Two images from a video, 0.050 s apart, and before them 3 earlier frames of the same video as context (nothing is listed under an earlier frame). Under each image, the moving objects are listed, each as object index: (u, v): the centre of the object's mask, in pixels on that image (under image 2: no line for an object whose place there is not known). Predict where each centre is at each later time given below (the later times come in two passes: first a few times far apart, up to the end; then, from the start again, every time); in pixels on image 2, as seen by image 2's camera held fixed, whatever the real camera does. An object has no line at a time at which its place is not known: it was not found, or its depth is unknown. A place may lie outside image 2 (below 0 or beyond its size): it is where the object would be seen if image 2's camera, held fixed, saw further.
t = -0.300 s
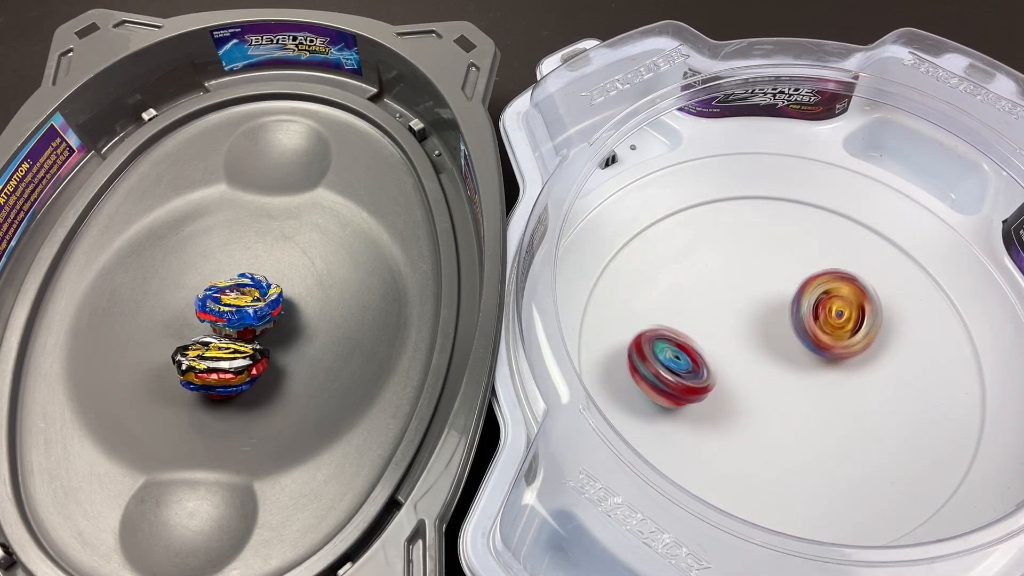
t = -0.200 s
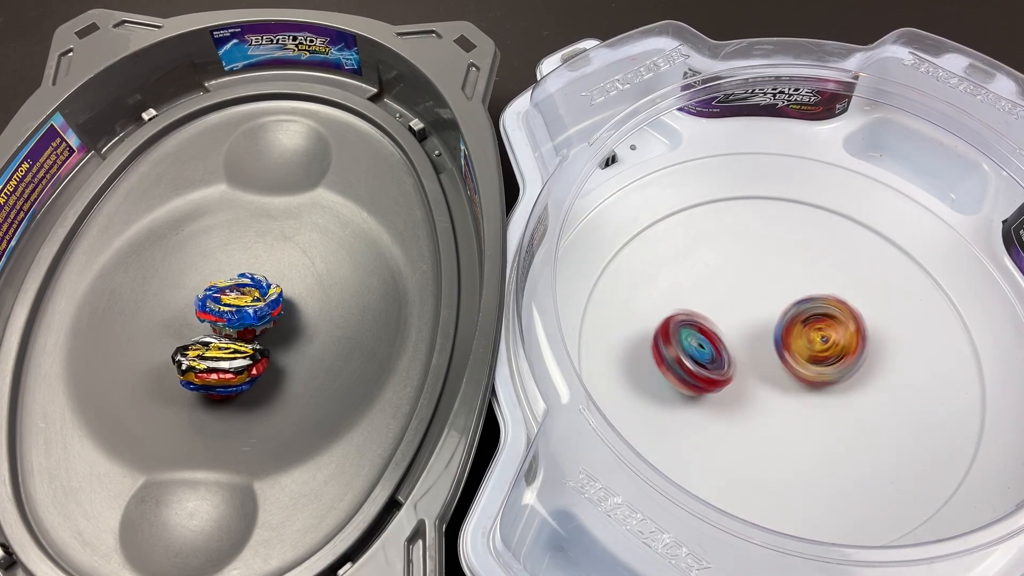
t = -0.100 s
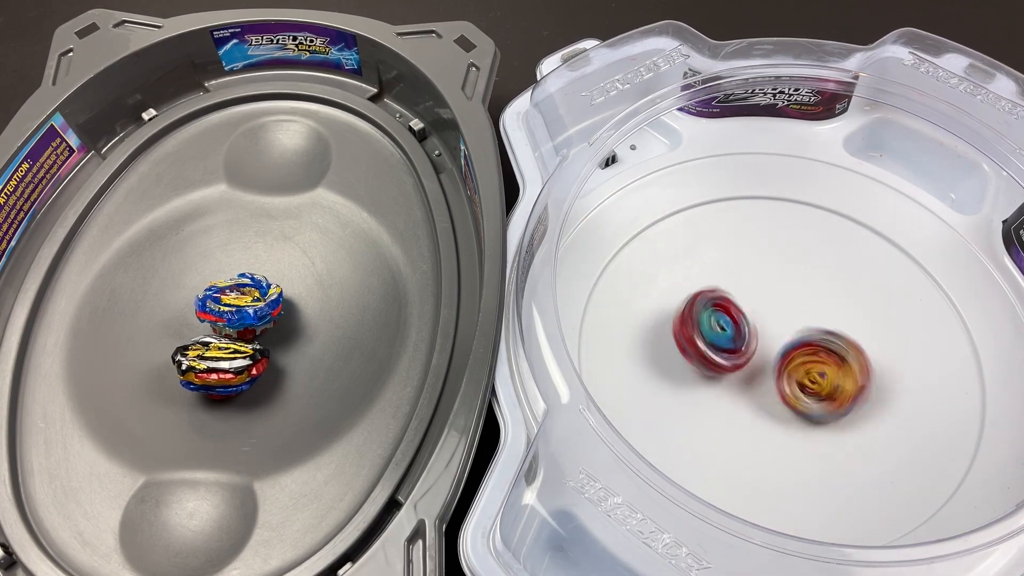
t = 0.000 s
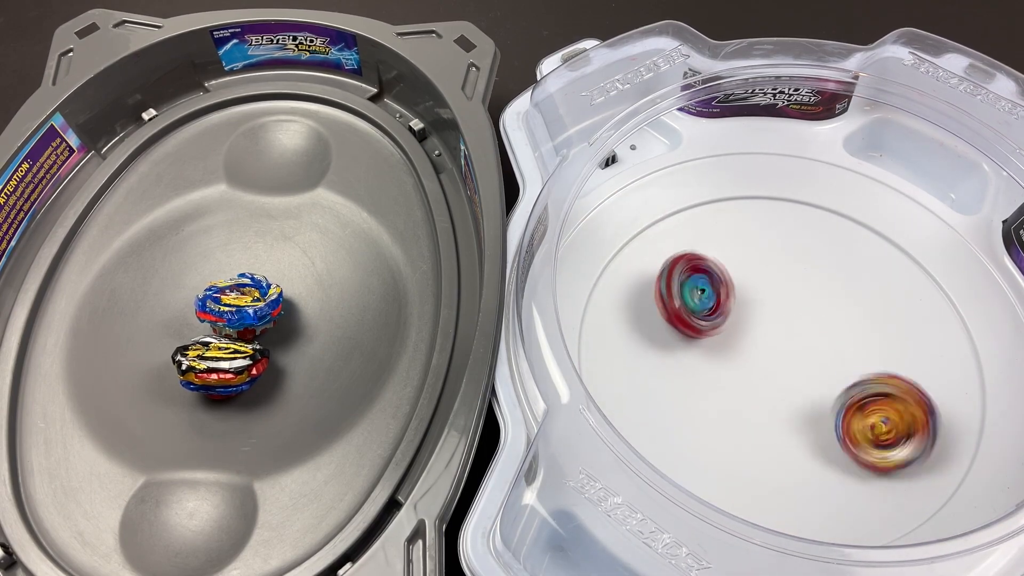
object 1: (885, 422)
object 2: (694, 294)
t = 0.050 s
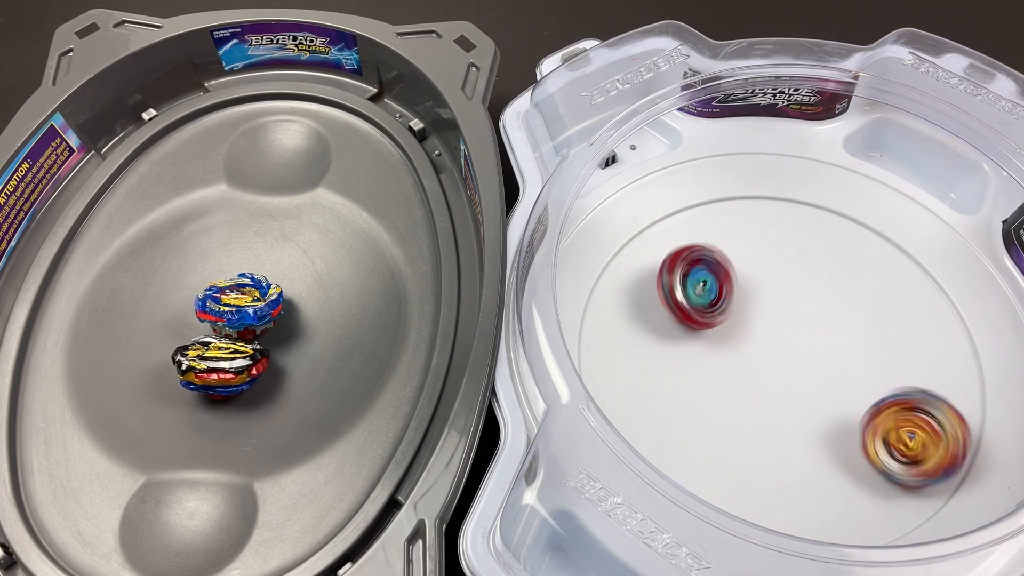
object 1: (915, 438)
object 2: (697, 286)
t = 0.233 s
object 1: (921, 457)
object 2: (744, 301)
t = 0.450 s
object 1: (759, 451)
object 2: (871, 331)
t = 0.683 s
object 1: (635, 449)
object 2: (923, 319)
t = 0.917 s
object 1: (712, 390)
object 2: (795, 412)
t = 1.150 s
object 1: (743, 329)
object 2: (815, 491)
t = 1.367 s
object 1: (773, 338)
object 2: (773, 432)
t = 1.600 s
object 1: (805, 355)
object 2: (720, 368)
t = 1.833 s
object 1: (791, 390)
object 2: (731, 321)
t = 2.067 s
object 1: (738, 398)
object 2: (792, 337)
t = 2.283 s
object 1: (737, 380)
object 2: (843, 366)
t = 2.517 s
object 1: (753, 364)
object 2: (838, 379)
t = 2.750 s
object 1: (760, 345)
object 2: (837, 378)
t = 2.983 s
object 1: (760, 353)
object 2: (837, 378)
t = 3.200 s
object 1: (760, 353)
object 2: (837, 378)
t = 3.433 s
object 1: (760, 354)
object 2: (837, 378)
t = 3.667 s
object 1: (760, 354)
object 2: (837, 378)
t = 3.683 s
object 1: (760, 354)
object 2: (837, 378)
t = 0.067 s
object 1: (923, 444)
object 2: (699, 284)
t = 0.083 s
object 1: (931, 448)
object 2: (702, 283)
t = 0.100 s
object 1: (937, 452)
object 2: (705, 283)
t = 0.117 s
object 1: (943, 455)
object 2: (709, 284)
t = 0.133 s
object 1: (947, 460)
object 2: (713, 284)
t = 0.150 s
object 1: (950, 463)
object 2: (717, 286)
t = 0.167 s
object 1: (948, 464)
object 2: (721, 288)
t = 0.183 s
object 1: (943, 463)
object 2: (726, 290)
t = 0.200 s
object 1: (936, 462)
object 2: (732, 294)
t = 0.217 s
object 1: (929, 459)
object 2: (738, 298)
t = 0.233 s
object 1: (921, 457)
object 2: (744, 301)
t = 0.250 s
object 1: (912, 455)
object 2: (750, 306)
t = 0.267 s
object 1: (903, 452)
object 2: (757, 311)
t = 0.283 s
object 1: (893, 448)
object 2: (763, 315)
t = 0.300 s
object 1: (882, 446)
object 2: (771, 320)
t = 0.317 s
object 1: (870, 443)
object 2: (779, 325)
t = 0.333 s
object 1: (859, 440)
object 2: (786, 330)
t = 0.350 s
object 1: (849, 436)
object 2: (794, 335)
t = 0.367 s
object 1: (836, 431)
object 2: (803, 341)
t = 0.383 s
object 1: (824, 429)
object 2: (812, 347)
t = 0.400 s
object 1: (811, 428)
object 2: (822, 348)
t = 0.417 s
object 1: (794, 435)
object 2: (837, 342)
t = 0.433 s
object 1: (777, 445)
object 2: (855, 333)
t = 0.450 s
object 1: (759, 451)
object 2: (871, 331)
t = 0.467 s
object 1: (745, 456)
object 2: (886, 322)
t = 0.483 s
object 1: (729, 461)
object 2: (903, 315)
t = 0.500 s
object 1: (715, 464)
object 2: (916, 313)
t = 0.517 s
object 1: (702, 467)
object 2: (926, 307)
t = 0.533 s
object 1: (688, 470)
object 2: (938, 302)
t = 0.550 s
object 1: (674, 473)
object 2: (949, 301)
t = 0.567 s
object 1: (665, 472)
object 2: (952, 300)
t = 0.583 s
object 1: (659, 470)
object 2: (953, 300)
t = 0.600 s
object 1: (651, 467)
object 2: (952, 301)
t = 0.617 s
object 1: (645, 464)
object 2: (949, 304)
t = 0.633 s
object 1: (642, 461)
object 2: (944, 308)
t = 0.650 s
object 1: (638, 458)
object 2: (938, 311)
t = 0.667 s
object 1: (634, 454)
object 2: (931, 316)
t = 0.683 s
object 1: (635, 449)
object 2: (923, 319)
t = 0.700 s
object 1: (635, 447)
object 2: (917, 325)
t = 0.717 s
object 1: (634, 444)
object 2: (908, 331)
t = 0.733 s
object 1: (637, 439)
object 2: (897, 337)
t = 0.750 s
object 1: (641, 435)
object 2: (888, 343)
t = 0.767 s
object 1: (647, 429)
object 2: (878, 349)
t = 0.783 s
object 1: (652, 424)
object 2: (867, 355)
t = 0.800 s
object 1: (657, 421)
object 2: (857, 362)
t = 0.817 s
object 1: (663, 415)
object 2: (845, 370)
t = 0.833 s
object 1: (669, 411)
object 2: (834, 376)
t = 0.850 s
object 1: (678, 406)
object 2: (826, 381)
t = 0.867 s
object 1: (687, 401)
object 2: (817, 389)
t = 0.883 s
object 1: (696, 398)
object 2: (807, 398)
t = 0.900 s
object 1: (704, 394)
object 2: (799, 404)
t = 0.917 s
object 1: (712, 390)
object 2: (795, 412)
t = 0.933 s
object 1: (715, 383)
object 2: (794, 420)
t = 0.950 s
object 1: (714, 375)
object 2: (797, 430)
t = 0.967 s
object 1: (715, 367)
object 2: (803, 439)
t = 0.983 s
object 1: (718, 361)
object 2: (809, 449)
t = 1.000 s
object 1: (721, 357)
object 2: (811, 460)
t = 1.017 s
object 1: (724, 352)
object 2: (812, 467)
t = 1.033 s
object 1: (727, 347)
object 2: (814, 473)
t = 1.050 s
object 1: (728, 343)
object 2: (815, 478)
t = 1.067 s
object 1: (731, 339)
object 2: (818, 482)
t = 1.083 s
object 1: (733, 335)
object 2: (818, 486)
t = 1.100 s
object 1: (736, 333)
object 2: (817, 488)
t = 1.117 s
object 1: (738, 332)
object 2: (817, 490)
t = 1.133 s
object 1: (740, 330)
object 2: (815, 492)
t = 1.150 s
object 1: (743, 329)
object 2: (815, 491)
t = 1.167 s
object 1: (745, 328)
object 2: (812, 491)
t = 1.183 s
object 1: (747, 327)
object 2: (810, 490)
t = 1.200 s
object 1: (749, 327)
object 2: (810, 487)
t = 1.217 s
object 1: (750, 327)
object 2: (807, 485)
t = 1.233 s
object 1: (753, 327)
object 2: (803, 481)
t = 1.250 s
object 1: (755, 327)
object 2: (801, 478)
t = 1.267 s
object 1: (758, 327)
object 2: (797, 473)
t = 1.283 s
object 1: (761, 328)
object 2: (793, 466)
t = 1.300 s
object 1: (763, 329)
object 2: (789, 461)
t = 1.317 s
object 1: (766, 332)
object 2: (785, 454)
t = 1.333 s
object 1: (769, 333)
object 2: (782, 447)
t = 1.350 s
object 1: (771, 336)
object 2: (778, 441)
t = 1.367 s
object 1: (773, 338)
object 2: (773, 432)
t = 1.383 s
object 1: (775, 342)
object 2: (769, 425)
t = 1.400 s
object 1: (777, 342)
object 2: (762, 421)
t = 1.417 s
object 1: (782, 340)
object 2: (754, 417)
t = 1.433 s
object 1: (788, 338)
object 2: (748, 415)
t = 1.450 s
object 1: (793, 338)
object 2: (741, 412)
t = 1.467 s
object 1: (797, 338)
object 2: (736, 406)
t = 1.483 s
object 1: (800, 340)
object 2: (731, 402)
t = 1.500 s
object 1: (803, 342)
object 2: (729, 399)
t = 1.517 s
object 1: (805, 343)
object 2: (725, 394)
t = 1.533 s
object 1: (806, 346)
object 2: (722, 389)
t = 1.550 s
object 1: (806, 348)
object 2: (721, 385)
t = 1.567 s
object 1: (806, 350)
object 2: (721, 381)
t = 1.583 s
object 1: (806, 353)
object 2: (721, 374)
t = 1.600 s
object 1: (805, 355)
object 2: (720, 368)
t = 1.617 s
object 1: (805, 358)
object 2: (720, 364)
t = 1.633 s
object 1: (809, 362)
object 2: (717, 358)
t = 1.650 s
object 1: (811, 366)
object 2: (714, 352)
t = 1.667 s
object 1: (814, 370)
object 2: (712, 346)
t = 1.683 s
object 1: (814, 373)
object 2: (711, 341)
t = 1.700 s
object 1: (814, 376)
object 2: (711, 337)
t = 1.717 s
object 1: (813, 379)
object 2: (711, 334)
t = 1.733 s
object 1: (811, 381)
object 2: (712, 331)
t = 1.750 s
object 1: (808, 384)
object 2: (715, 329)
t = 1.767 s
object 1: (805, 385)
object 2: (717, 327)
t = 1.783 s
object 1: (803, 387)
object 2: (720, 325)
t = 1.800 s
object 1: (799, 388)
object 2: (723, 324)
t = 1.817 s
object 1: (794, 388)
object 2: (727, 322)
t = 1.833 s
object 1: (791, 390)
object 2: (731, 321)
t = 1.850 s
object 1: (787, 391)
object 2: (735, 320)
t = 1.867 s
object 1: (784, 392)
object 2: (740, 321)
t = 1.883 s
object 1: (781, 392)
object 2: (745, 321)
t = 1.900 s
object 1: (777, 395)
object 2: (749, 319)
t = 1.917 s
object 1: (773, 396)
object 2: (753, 320)
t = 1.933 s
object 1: (769, 396)
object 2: (758, 320)
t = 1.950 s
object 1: (764, 396)
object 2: (762, 322)
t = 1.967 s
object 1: (759, 397)
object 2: (766, 323)
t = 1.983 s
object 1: (756, 397)
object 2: (770, 325)
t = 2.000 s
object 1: (752, 397)
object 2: (775, 327)
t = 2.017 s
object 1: (748, 398)
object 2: (779, 329)
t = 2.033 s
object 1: (744, 398)
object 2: (784, 332)
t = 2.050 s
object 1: (741, 398)
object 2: (788, 334)
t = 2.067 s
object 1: (738, 398)
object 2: (792, 337)
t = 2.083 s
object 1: (736, 398)
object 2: (799, 339)
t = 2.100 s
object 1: (734, 396)
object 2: (804, 341)
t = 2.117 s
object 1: (732, 395)
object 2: (810, 344)
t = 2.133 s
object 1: (732, 393)
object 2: (815, 347)
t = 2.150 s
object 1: (731, 391)
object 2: (819, 350)
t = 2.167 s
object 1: (731, 390)
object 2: (822, 354)
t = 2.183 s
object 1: (731, 389)
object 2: (825, 357)
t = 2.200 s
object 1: (731, 388)
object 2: (830, 358)
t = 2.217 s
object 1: (731, 387)
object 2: (834, 359)
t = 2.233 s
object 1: (733, 385)
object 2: (838, 361)
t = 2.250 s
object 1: (734, 383)
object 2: (840, 362)
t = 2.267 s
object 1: (736, 382)
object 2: (842, 364)
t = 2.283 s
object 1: (737, 380)
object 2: (843, 366)
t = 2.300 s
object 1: (739, 379)
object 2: (844, 367)
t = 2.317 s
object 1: (740, 378)
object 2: (845, 369)
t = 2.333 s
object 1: (742, 377)
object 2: (845, 371)
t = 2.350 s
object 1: (743, 376)
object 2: (845, 373)
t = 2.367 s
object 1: (743, 375)
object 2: (845, 374)
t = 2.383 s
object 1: (744, 374)
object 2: (844, 375)
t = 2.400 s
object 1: (745, 373)
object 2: (843, 376)
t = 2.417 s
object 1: (746, 372)
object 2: (842, 377)
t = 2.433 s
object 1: (747, 371)
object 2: (841, 377)
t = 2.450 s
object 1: (749, 370)
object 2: (840, 378)
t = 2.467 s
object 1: (751, 369)
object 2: (838, 378)
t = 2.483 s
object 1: (752, 368)
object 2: (838, 379)
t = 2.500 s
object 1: (753, 366)
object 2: (838, 379)
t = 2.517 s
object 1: (753, 364)
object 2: (838, 379)
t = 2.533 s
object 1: (754, 362)
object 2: (838, 379)
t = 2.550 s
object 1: (755, 361)
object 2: (838, 379)
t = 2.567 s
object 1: (756, 359)
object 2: (837, 379)
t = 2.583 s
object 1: (756, 358)
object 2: (837, 378)
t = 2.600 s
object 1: (757, 357)
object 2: (837, 378)
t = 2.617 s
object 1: (757, 356)
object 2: (837, 378)
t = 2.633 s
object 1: (758, 355)
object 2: (837, 378)
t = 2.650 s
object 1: (759, 353)
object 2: (837, 378)
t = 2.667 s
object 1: (759, 352)
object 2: (837, 378)
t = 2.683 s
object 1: (760, 351)
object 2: (837, 378)
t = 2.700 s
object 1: (760, 349)
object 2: (837, 378)
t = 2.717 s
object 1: (760, 348)
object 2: (837, 378)
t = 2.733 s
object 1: (760, 346)
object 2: (837, 378)
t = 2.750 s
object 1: (760, 345)
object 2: (837, 378)
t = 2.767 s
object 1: (760, 345)
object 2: (837, 378)
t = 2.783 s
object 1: (760, 345)
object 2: (837, 378)
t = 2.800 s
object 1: (760, 345)
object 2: (837, 378)
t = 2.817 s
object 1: (760, 345)
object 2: (837, 378)
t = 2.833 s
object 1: (760, 346)
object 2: (837, 378)
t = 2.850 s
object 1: (760, 346)
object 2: (837, 378)
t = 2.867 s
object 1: (760, 347)
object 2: (837, 378)
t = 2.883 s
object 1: (760, 348)
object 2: (837, 378)
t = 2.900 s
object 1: (761, 349)
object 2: (837, 378)
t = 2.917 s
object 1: (761, 350)
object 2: (837, 378)
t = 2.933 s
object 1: (761, 352)
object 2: (837, 378)
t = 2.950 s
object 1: (760, 352)
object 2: (837, 378)
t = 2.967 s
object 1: (760, 353)
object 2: (837, 378)
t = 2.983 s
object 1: (760, 353)
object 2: (837, 378)
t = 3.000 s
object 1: (760, 353)
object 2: (837, 378)
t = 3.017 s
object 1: (760, 353)
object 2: (837, 378)
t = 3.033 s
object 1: (760, 353)
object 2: (837, 378)
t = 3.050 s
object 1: (760, 353)
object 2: (837, 378)
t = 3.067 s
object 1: (760, 353)
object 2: (837, 378)
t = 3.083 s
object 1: (760, 353)
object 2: (837, 378)
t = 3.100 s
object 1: (760, 353)
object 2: (837, 378)
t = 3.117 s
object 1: (760, 353)
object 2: (837, 378)
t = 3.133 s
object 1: (760, 353)
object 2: (837, 378)
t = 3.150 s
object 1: (760, 353)
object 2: (837, 378)
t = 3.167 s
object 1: (760, 353)
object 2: (837, 378)
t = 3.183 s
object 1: (760, 353)
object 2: (837, 378)
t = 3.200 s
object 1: (760, 353)
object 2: (837, 378)
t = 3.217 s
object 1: (760, 354)
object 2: (837, 378)
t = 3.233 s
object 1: (760, 354)
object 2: (837, 378)
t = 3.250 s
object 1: (760, 354)
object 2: (837, 378)
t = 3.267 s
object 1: (760, 354)
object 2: (837, 378)
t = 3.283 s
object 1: (760, 354)
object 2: (837, 378)
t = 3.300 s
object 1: (760, 354)
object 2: (837, 378)
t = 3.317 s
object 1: (760, 354)
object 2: (837, 378)
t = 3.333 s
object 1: (760, 354)
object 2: (837, 378)
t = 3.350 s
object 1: (760, 354)
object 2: (837, 378)
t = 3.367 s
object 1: (760, 354)
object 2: (837, 378)
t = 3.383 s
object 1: (760, 354)
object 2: (837, 378)
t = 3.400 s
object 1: (760, 354)
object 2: (837, 378)
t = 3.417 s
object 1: (760, 354)
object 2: (837, 378)
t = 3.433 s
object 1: (760, 354)
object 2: (837, 378)
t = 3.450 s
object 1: (760, 354)
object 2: (837, 378)
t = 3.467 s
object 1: (760, 354)
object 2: (837, 378)
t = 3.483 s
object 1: (760, 354)
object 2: (837, 378)
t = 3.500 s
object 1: (760, 354)
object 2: (837, 378)
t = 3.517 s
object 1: (760, 354)
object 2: (837, 378)
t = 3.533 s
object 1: (760, 354)
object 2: (837, 378)
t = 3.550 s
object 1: (760, 354)
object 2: (837, 378)
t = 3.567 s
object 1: (760, 354)
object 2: (837, 378)
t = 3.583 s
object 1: (760, 354)
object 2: (837, 378)
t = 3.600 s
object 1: (760, 354)
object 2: (837, 378)
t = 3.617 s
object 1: (760, 354)
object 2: (837, 378)
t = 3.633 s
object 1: (760, 354)
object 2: (837, 378)
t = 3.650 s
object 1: (760, 354)
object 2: (837, 378)
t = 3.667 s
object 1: (760, 354)
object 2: (837, 378)
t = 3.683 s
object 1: (760, 354)
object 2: (837, 378)
